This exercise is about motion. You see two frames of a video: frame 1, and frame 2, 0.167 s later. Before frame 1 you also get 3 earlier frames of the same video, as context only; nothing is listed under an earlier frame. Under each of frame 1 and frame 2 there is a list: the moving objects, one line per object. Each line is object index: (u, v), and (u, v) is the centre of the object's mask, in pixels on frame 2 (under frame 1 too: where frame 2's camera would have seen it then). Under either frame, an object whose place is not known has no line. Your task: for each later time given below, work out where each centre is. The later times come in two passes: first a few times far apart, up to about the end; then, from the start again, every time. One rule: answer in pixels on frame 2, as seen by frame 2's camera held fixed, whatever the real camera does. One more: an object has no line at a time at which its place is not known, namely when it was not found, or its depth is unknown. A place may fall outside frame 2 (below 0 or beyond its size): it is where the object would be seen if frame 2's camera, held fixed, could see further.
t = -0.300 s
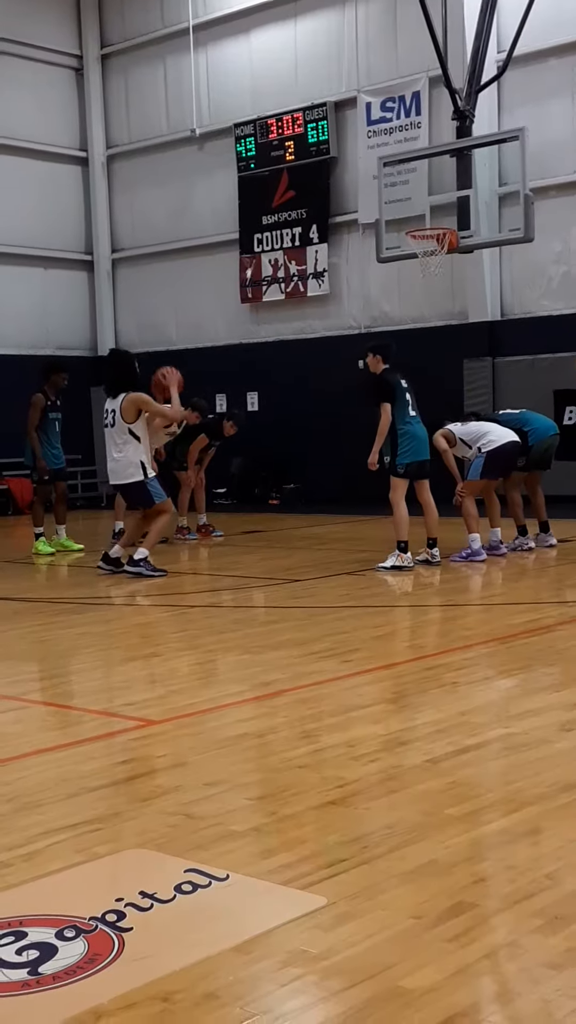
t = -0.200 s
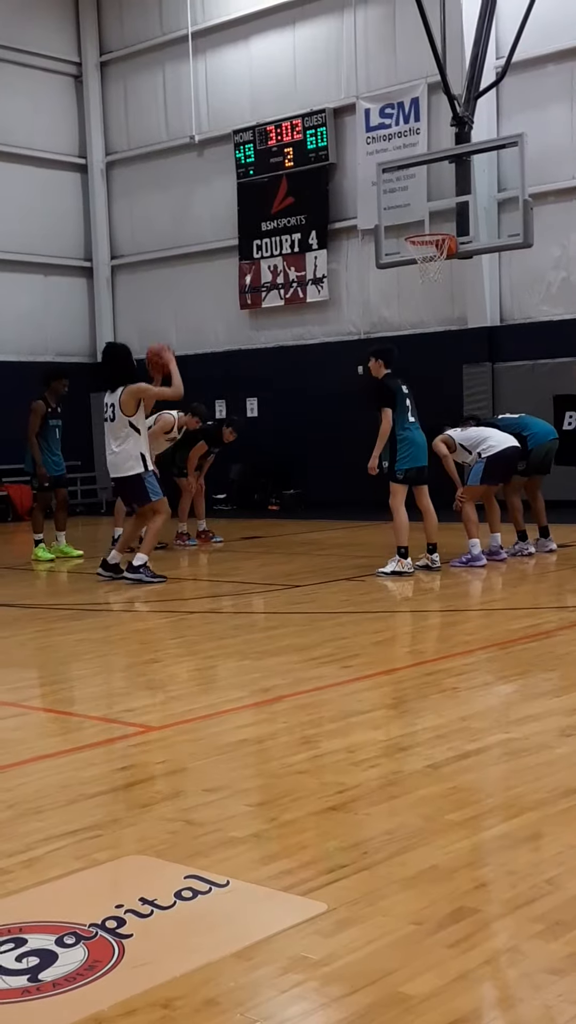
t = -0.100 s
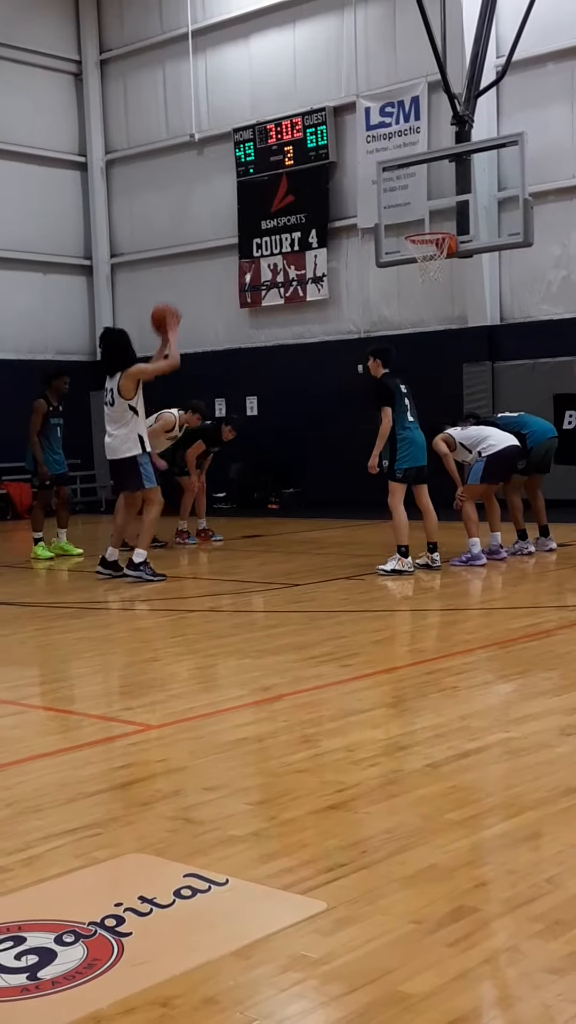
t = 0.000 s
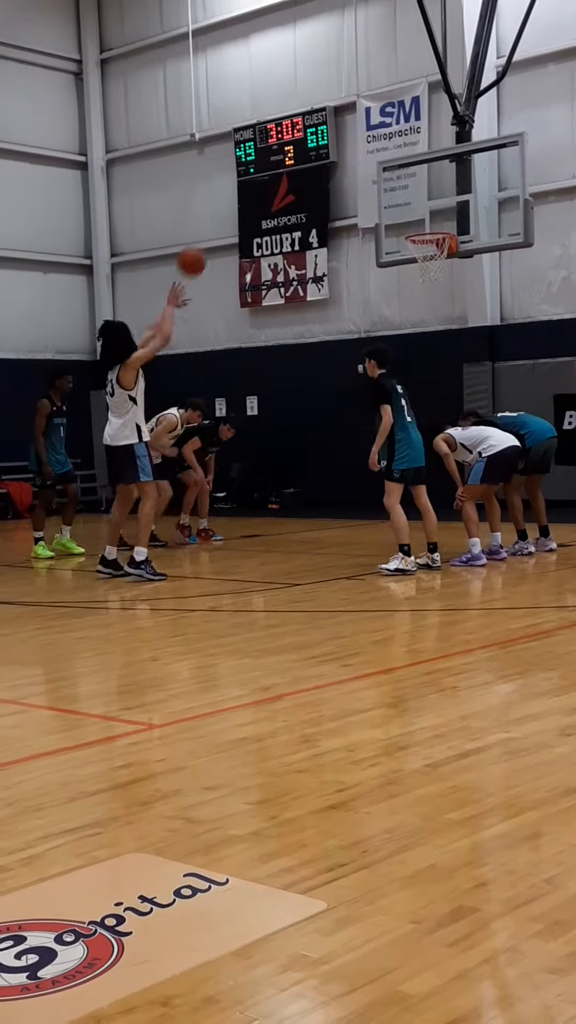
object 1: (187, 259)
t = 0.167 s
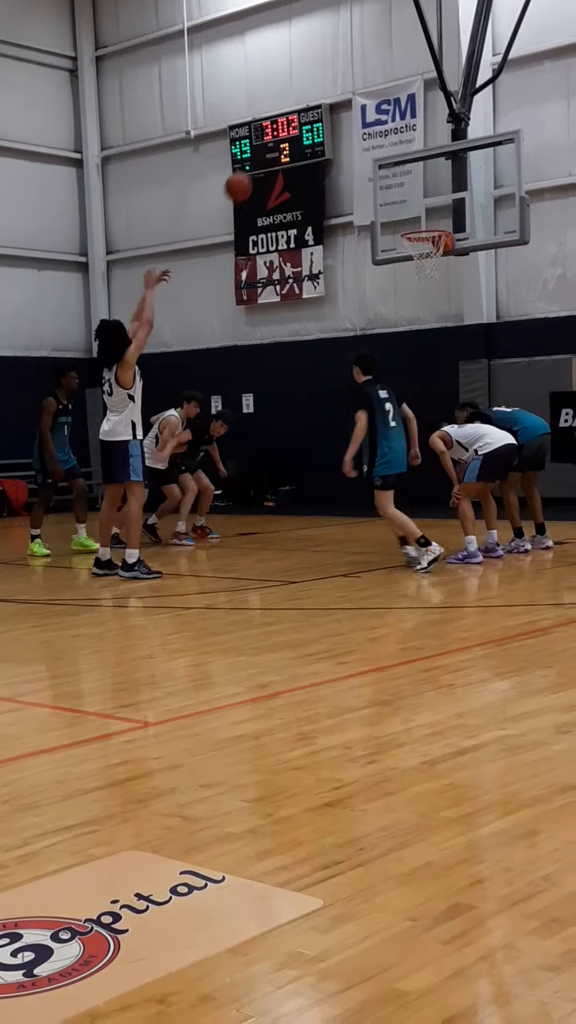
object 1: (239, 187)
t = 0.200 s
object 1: (248, 177)
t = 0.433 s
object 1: (311, 147)
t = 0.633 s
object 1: (361, 166)
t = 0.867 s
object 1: (413, 232)
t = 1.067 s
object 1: (448, 268)
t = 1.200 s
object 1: (463, 298)
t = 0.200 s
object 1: (248, 177)
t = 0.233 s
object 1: (257, 169)
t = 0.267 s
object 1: (266, 161)
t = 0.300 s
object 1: (275, 156)
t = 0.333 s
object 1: (286, 152)
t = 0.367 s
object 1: (294, 149)
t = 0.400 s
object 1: (303, 147)
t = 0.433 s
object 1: (311, 147)
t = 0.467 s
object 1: (321, 147)
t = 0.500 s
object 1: (329, 150)
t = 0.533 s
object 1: (337, 151)
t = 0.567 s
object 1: (345, 155)
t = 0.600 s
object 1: (353, 160)
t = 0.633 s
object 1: (361, 166)
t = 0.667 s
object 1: (369, 173)
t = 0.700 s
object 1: (377, 181)
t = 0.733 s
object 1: (385, 189)
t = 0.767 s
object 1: (392, 199)
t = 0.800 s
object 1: (400, 210)
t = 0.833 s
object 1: (407, 221)
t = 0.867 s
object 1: (413, 232)
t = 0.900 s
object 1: (422, 245)
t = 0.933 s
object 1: (427, 252)
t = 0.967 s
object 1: (437, 258)
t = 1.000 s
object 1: (441, 260)
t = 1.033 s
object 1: (445, 262)
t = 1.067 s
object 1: (448, 268)
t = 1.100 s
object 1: (452, 275)
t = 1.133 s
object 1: (455, 281)
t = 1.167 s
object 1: (459, 289)
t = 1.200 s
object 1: (463, 298)
